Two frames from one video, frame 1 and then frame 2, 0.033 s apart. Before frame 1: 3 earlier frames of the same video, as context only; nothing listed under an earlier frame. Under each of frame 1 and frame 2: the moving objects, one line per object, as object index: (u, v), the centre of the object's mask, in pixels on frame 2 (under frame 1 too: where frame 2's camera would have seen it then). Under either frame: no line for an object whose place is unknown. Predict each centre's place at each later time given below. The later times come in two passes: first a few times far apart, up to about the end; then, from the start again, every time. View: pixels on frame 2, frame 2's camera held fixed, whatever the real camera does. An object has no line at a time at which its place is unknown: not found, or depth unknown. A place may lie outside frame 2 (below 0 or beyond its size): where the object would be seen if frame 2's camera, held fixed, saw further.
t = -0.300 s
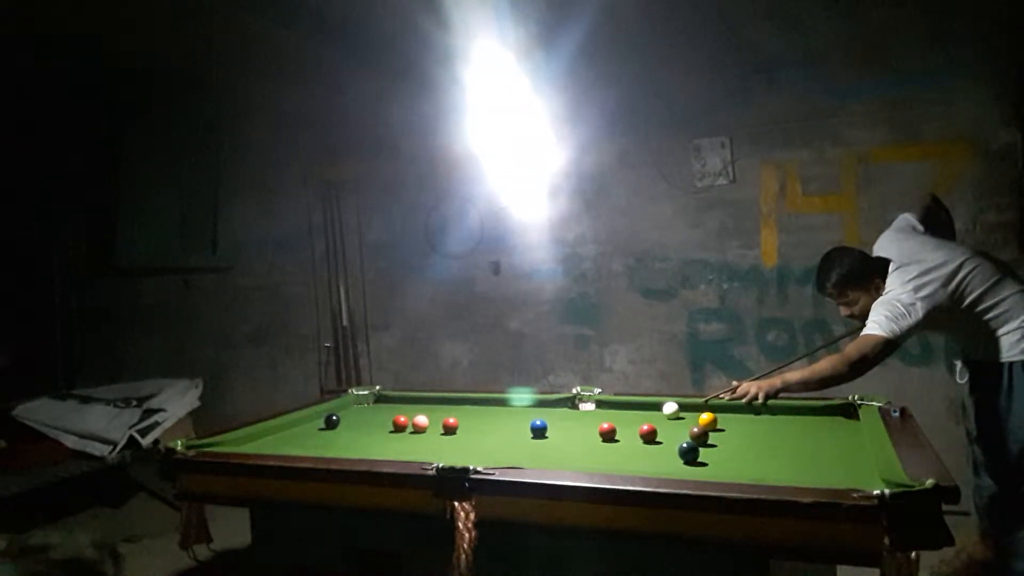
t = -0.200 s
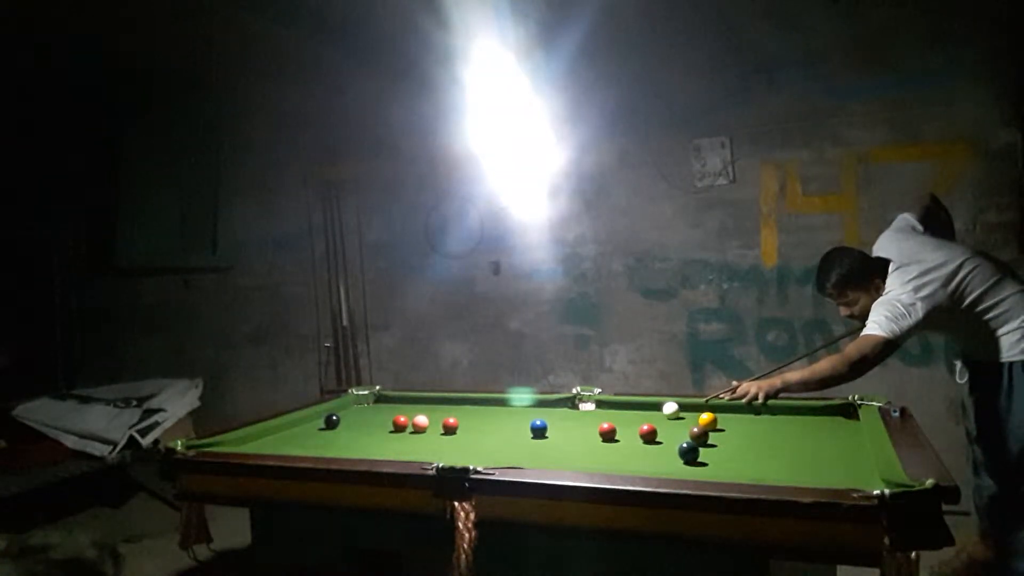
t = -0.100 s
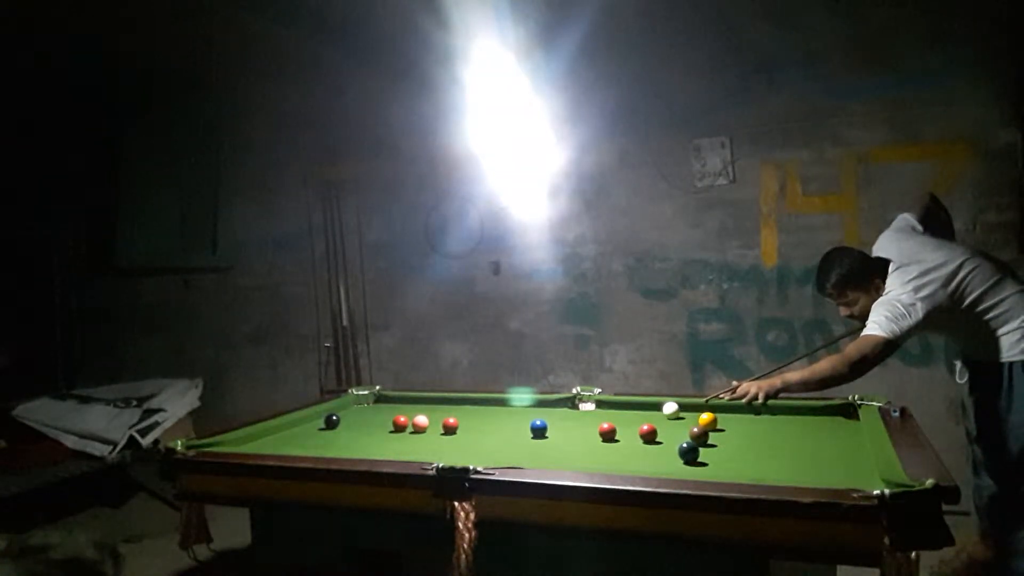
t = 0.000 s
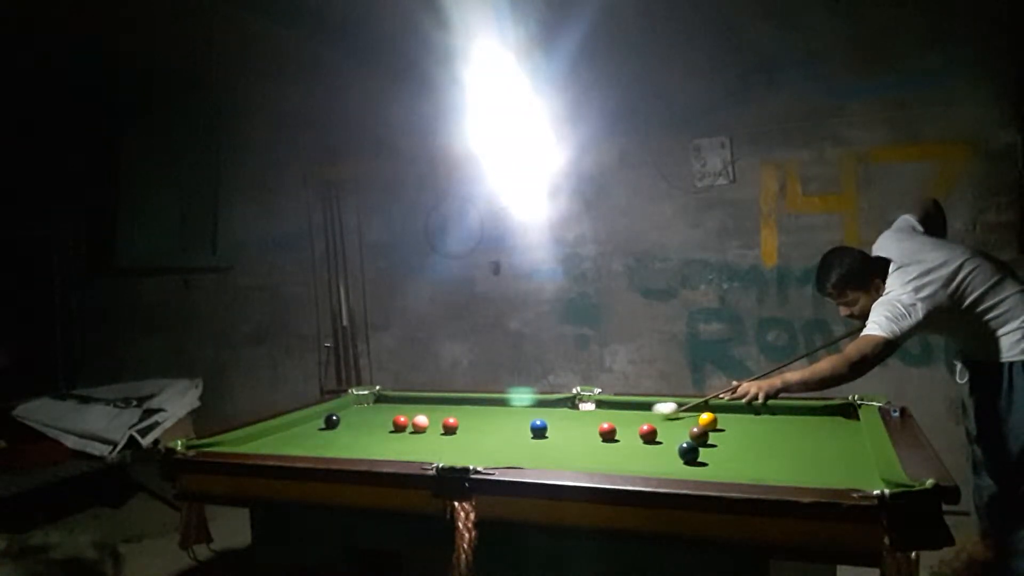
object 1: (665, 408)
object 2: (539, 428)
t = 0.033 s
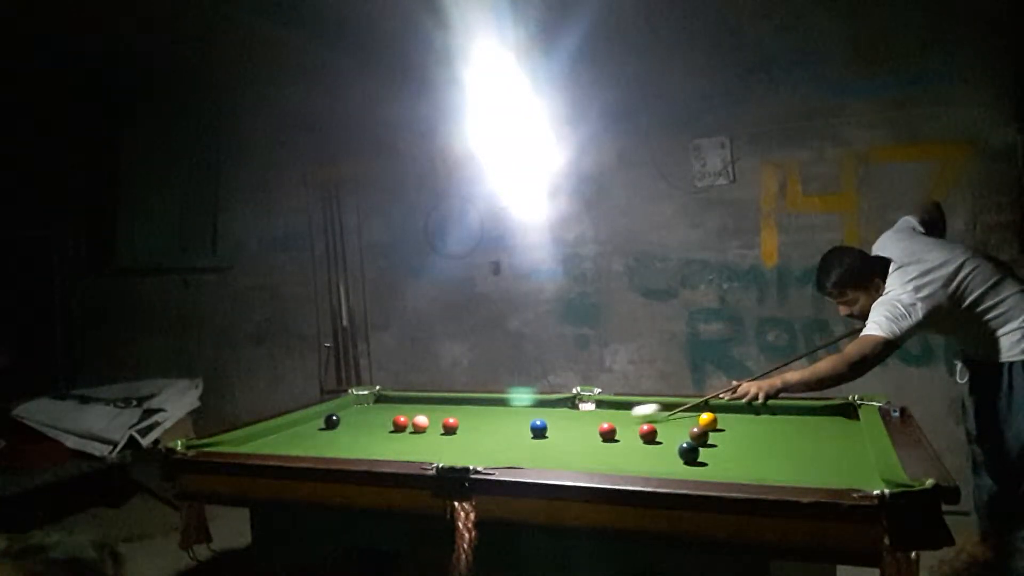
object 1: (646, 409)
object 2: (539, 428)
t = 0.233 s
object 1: (557, 429)
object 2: (508, 429)
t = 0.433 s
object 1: (561, 436)
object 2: (416, 434)
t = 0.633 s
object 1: (565, 444)
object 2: (331, 441)
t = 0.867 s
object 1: (571, 452)
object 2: (231, 443)
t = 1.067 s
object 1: (576, 455)
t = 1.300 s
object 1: (583, 461)
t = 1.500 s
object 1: (593, 460)
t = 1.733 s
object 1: (603, 457)
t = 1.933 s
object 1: (611, 455)
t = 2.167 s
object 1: (616, 454)
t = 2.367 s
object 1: (619, 453)
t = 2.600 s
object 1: (621, 455)
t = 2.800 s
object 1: (622, 454)
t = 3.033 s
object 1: (622, 454)
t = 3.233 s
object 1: (621, 454)
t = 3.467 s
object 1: (621, 454)
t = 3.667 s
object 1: (621, 454)
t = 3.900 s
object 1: (621, 454)
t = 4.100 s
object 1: (621, 454)
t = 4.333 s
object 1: (621, 454)
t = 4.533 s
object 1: (621, 454)
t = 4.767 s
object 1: (621, 454)
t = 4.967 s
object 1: (621, 454)
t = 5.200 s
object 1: (621, 454)
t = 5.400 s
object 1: (621, 454)
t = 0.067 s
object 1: (624, 414)
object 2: (539, 428)
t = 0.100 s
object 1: (603, 416)
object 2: (539, 428)
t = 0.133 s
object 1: (583, 419)
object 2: (539, 428)
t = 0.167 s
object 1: (564, 423)
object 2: (539, 428)
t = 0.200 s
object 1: (556, 426)
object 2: (527, 428)
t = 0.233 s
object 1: (557, 429)
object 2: (508, 429)
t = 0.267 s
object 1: (557, 430)
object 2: (491, 430)
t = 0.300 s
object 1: (558, 431)
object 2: (475, 431)
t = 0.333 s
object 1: (559, 433)
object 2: (460, 432)
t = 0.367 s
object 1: (559, 434)
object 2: (444, 433)
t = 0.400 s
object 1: (560, 435)
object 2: (430, 434)
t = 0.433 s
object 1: (561, 436)
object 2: (416, 434)
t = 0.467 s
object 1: (561, 438)
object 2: (401, 436)
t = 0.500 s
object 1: (562, 439)
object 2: (387, 437)
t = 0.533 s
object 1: (563, 440)
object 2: (373, 438)
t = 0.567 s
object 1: (564, 441)
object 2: (359, 439)
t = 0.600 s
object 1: (564, 442)
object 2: (344, 440)
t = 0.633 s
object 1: (565, 444)
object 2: (331, 441)
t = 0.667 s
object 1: (566, 445)
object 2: (316, 442)
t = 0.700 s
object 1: (567, 446)
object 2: (303, 442)
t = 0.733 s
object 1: (568, 447)
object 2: (287, 443)
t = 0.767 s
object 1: (568, 448)
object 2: (274, 443)
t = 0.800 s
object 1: (569, 450)
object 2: (261, 443)
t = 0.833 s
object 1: (570, 451)
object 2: (247, 443)
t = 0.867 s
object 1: (571, 452)
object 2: (231, 443)
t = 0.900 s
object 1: (572, 453)
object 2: (220, 444)
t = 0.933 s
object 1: (573, 454)
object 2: (210, 444)
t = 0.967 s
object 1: (574, 455)
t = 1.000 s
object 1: (575, 455)
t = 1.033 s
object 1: (576, 455)
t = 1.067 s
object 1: (576, 455)
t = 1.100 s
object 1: (577, 456)
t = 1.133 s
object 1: (578, 456)
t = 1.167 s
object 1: (579, 457)
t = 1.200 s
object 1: (580, 458)
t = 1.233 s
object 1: (581, 459)
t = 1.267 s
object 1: (582, 460)
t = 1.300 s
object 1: (583, 461)
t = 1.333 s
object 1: (584, 462)
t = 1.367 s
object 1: (585, 462)
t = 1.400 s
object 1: (587, 462)
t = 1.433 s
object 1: (589, 461)
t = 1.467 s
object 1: (591, 461)
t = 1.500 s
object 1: (593, 460)
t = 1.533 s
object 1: (595, 460)
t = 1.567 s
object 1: (596, 459)
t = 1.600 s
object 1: (598, 459)
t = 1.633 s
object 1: (599, 459)
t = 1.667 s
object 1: (601, 458)
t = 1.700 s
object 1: (602, 458)
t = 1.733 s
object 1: (603, 457)
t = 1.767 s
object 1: (605, 457)
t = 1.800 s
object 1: (606, 457)
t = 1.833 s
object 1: (607, 456)
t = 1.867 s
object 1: (608, 456)
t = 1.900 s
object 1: (610, 456)
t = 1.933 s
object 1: (611, 455)
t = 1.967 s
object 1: (612, 455)
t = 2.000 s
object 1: (613, 455)
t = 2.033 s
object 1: (613, 454)
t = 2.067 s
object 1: (614, 454)
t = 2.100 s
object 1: (615, 454)
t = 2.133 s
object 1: (616, 454)
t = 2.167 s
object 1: (616, 454)
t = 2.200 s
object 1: (617, 454)
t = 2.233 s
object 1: (617, 454)
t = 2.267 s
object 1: (618, 453)
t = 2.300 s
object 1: (618, 453)
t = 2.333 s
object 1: (619, 453)
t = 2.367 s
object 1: (619, 453)
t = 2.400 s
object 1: (620, 453)
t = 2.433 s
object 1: (620, 452)
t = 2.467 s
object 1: (620, 452)
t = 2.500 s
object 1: (621, 455)
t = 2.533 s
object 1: (621, 455)
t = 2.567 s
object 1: (621, 455)
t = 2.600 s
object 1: (621, 455)
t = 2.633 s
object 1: (622, 455)
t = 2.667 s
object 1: (622, 455)
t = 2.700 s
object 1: (622, 454)
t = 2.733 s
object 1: (622, 454)
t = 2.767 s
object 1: (622, 454)
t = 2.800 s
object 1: (622, 454)
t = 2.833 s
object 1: (622, 454)
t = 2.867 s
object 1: (622, 454)
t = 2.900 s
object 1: (622, 454)
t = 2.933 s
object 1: (622, 454)
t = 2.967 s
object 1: (622, 454)
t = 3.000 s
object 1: (622, 454)
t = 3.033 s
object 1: (622, 454)
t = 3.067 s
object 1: (622, 454)
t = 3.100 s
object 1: (621, 454)
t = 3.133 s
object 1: (621, 454)
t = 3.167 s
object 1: (622, 454)
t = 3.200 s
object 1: (621, 454)
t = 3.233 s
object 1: (621, 454)
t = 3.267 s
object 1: (621, 454)
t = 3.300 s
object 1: (621, 454)
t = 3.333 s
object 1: (621, 454)
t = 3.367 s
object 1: (621, 454)
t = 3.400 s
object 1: (621, 454)
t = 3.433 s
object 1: (621, 454)
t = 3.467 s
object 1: (621, 454)
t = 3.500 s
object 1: (621, 454)
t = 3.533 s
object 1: (621, 454)
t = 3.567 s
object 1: (621, 454)
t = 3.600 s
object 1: (621, 454)
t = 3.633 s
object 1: (621, 454)
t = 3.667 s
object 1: (621, 454)
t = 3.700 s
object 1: (621, 454)
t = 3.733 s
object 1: (621, 454)
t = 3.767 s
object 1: (621, 454)
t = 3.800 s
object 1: (621, 454)
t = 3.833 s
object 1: (621, 454)
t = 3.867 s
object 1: (621, 454)
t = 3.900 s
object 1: (621, 454)
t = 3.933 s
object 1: (621, 454)
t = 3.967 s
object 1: (621, 454)
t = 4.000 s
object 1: (621, 454)
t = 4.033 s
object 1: (621, 454)
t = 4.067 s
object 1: (621, 454)
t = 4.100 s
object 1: (621, 454)
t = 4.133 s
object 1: (621, 454)
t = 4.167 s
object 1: (621, 454)
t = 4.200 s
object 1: (621, 454)
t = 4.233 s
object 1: (621, 454)
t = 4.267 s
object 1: (621, 454)
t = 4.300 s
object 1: (621, 454)
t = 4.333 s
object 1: (621, 454)
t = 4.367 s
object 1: (621, 454)
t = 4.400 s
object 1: (621, 454)
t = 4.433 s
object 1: (621, 454)
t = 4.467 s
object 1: (621, 454)
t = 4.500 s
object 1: (621, 454)
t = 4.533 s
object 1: (621, 454)
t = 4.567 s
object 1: (621, 453)
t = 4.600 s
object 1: (621, 454)
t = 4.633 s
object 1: (621, 454)
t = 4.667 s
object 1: (621, 454)
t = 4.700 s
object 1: (621, 454)
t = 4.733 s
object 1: (621, 454)
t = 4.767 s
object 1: (621, 454)
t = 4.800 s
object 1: (621, 454)
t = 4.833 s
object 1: (621, 454)
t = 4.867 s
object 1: (621, 454)
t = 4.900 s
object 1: (621, 454)
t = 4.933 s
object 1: (621, 454)
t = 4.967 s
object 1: (621, 454)
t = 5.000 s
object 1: (621, 454)
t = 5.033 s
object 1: (621, 454)
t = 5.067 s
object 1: (621, 454)
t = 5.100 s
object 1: (621, 454)
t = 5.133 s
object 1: (621, 454)
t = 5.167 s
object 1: (621, 454)
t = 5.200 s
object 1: (621, 454)
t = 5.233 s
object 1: (621, 454)
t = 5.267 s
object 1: (621, 454)
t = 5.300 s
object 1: (621, 454)
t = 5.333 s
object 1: (621, 454)
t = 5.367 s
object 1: (621, 454)
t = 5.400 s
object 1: (621, 454)
